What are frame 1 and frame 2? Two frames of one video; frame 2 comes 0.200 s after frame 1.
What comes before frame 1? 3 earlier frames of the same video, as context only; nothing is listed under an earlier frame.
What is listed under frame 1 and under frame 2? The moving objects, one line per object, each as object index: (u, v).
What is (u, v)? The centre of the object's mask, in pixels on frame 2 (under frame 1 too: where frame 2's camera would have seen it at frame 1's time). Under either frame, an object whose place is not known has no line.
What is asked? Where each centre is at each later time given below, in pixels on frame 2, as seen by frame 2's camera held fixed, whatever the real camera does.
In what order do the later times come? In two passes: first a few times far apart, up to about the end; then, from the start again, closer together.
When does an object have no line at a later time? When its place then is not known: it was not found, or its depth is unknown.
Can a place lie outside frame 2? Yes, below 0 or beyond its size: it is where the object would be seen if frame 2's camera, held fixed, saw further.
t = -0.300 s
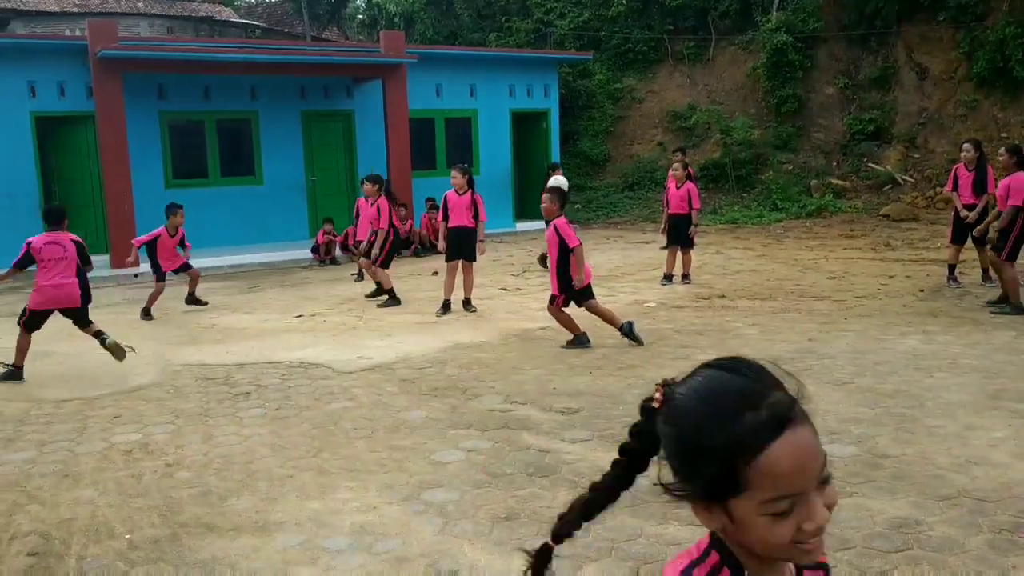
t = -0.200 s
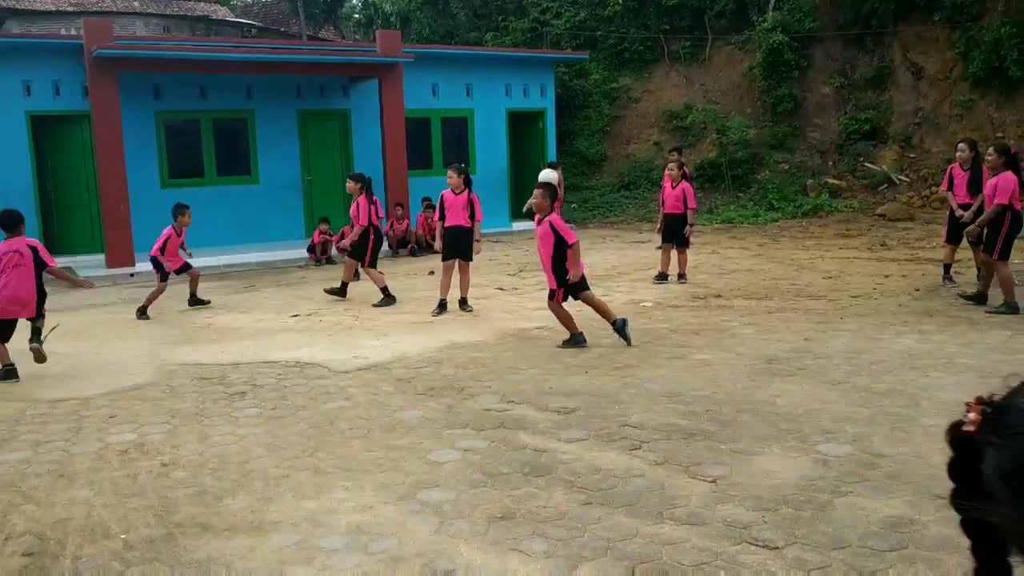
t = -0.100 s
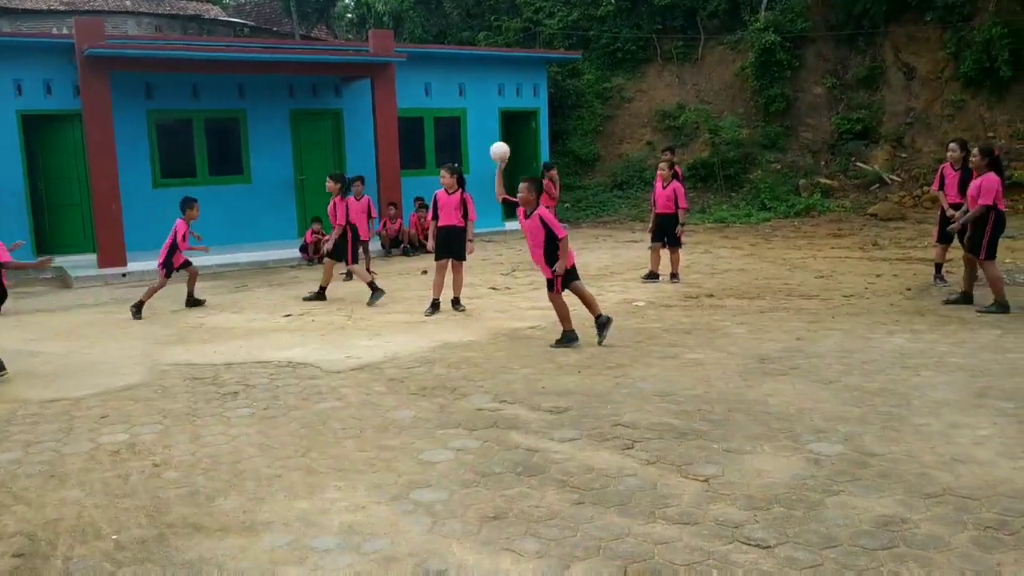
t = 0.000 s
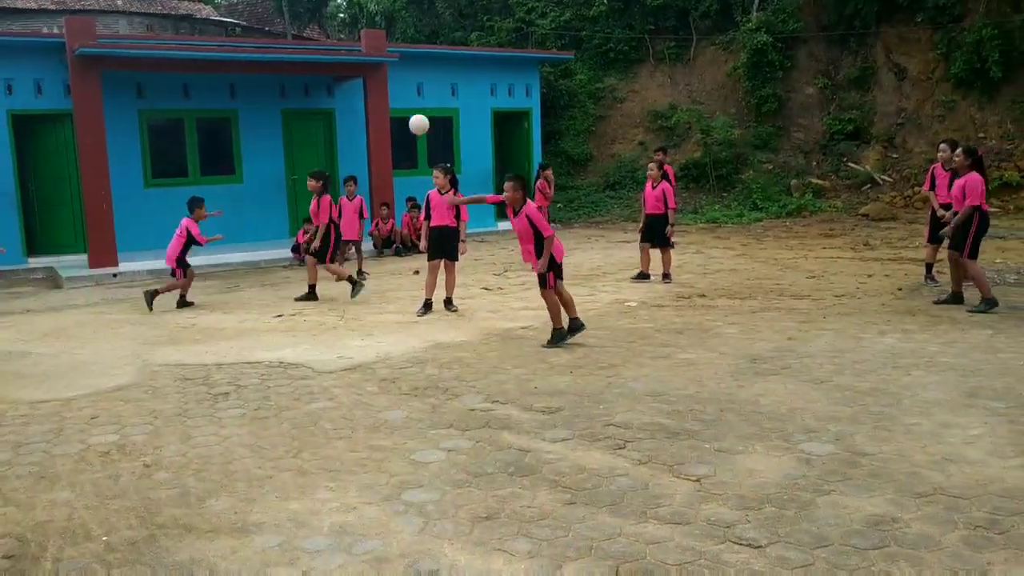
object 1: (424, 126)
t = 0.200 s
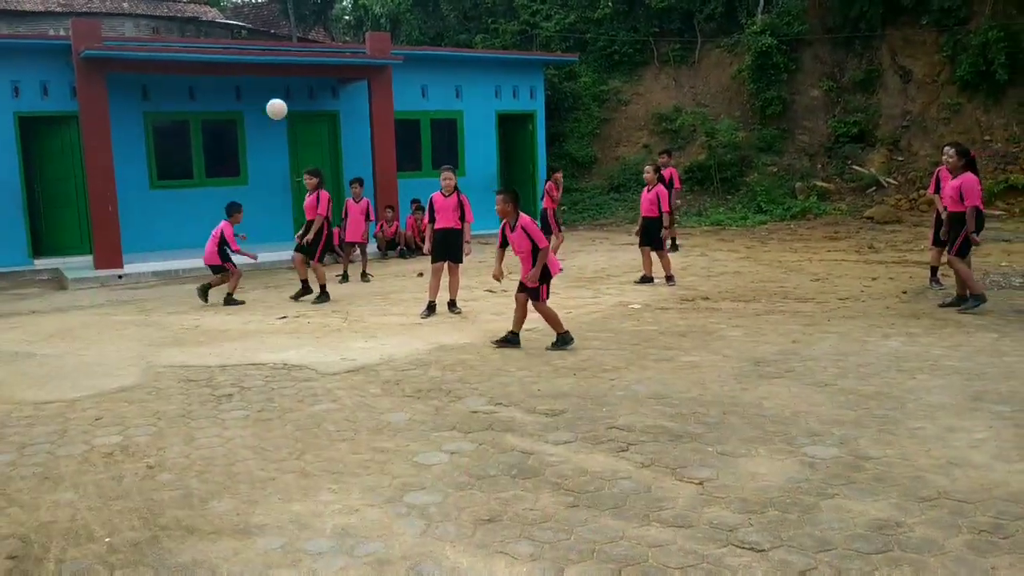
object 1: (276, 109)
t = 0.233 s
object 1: (252, 111)
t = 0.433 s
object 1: (111, 154)
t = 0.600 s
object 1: (0, 227)
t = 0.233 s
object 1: (252, 111)
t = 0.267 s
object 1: (228, 114)
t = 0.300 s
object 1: (205, 119)
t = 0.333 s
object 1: (181, 126)
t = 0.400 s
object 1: (134, 143)
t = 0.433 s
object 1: (111, 154)
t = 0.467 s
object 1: (88, 166)
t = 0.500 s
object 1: (66, 179)
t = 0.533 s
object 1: (44, 194)
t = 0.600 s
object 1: (0, 227)
